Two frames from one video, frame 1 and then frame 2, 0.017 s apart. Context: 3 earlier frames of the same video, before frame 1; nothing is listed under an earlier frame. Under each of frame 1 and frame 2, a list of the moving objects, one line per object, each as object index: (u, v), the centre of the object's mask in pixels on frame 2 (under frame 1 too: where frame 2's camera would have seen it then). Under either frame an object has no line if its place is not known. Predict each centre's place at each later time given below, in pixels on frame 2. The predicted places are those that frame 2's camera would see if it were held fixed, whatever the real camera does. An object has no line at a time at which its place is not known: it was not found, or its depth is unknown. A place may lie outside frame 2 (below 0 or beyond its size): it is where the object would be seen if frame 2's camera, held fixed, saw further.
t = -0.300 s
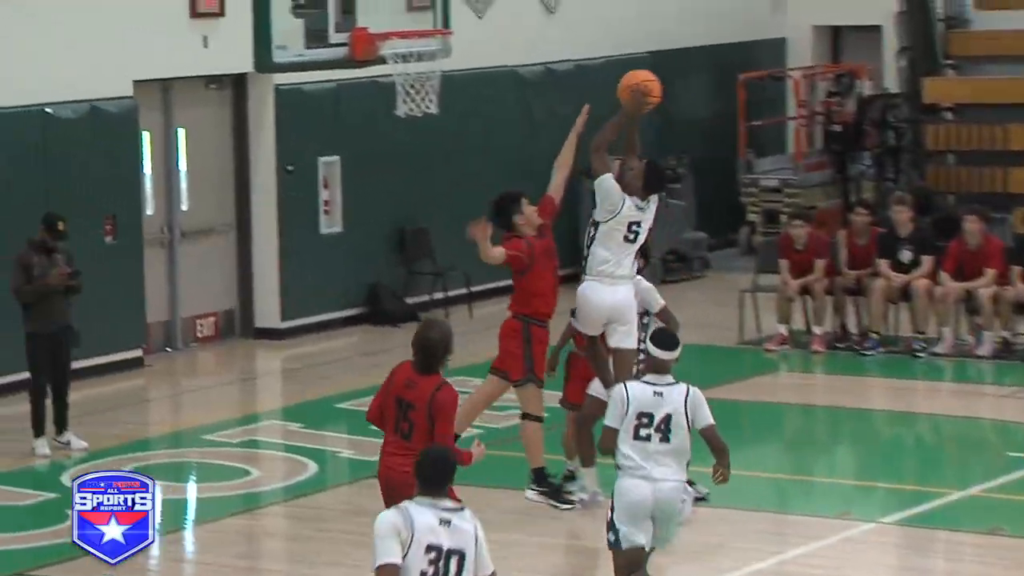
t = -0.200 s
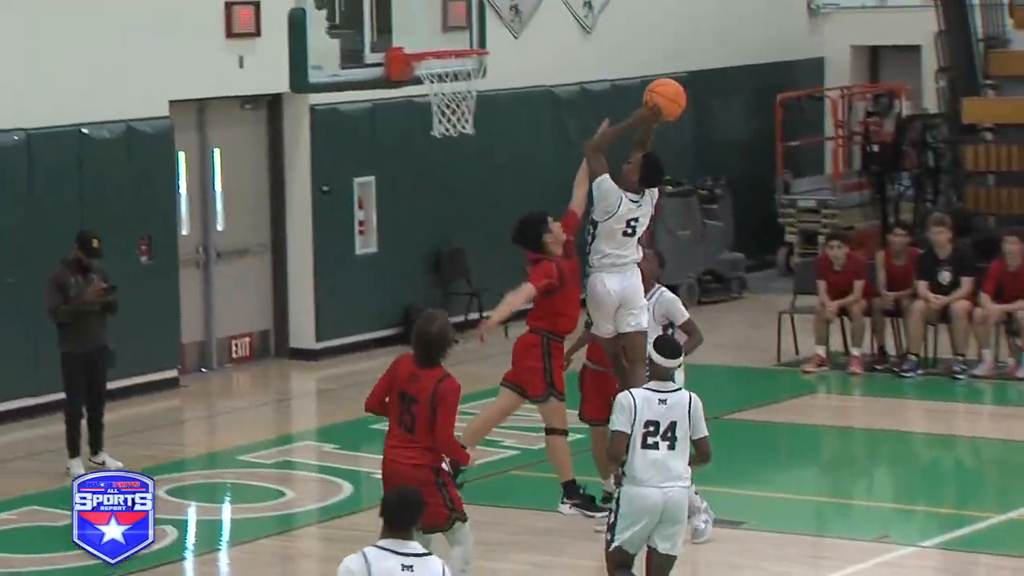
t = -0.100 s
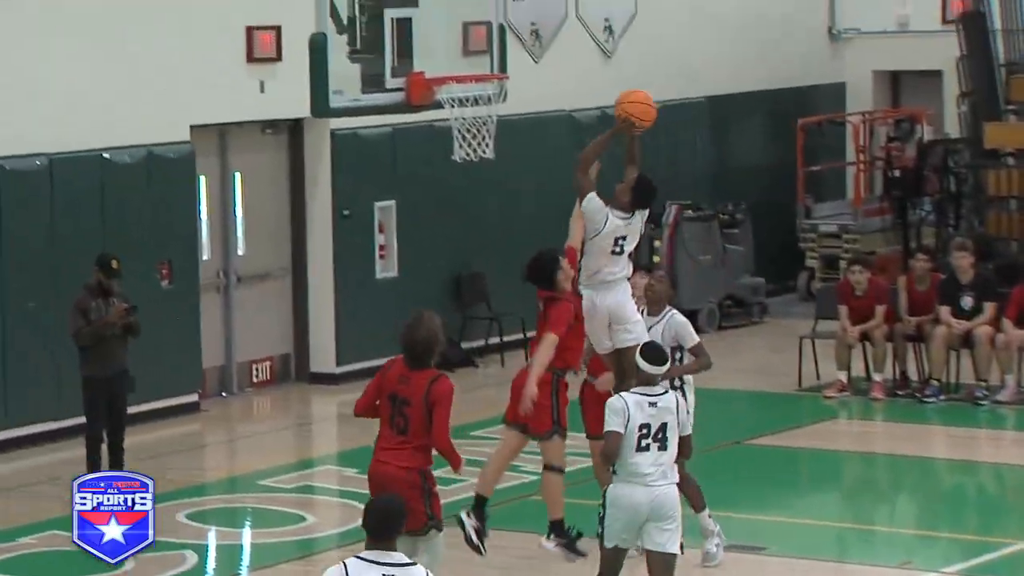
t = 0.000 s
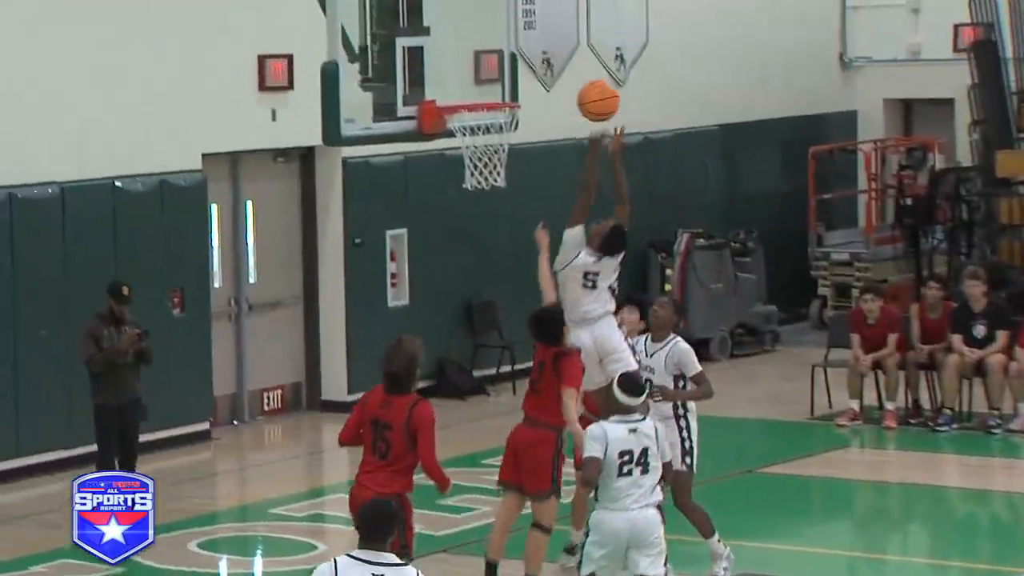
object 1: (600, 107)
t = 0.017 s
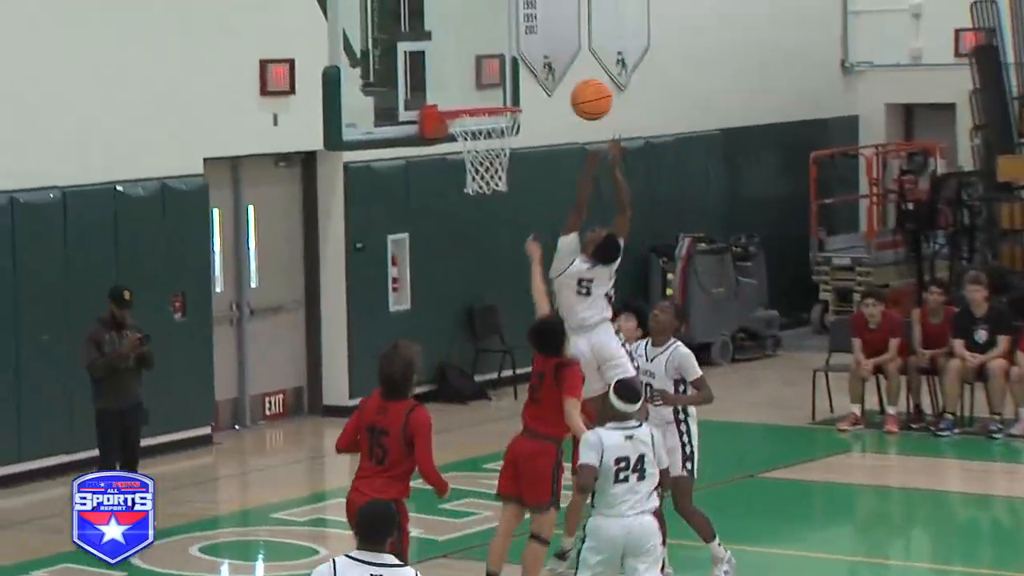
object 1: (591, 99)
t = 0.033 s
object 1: (583, 94)
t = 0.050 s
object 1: (574, 88)
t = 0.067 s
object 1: (566, 84)
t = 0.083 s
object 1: (558, 79)
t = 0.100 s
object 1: (550, 75)
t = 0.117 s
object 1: (542, 73)
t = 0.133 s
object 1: (533, 70)
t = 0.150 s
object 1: (526, 68)
